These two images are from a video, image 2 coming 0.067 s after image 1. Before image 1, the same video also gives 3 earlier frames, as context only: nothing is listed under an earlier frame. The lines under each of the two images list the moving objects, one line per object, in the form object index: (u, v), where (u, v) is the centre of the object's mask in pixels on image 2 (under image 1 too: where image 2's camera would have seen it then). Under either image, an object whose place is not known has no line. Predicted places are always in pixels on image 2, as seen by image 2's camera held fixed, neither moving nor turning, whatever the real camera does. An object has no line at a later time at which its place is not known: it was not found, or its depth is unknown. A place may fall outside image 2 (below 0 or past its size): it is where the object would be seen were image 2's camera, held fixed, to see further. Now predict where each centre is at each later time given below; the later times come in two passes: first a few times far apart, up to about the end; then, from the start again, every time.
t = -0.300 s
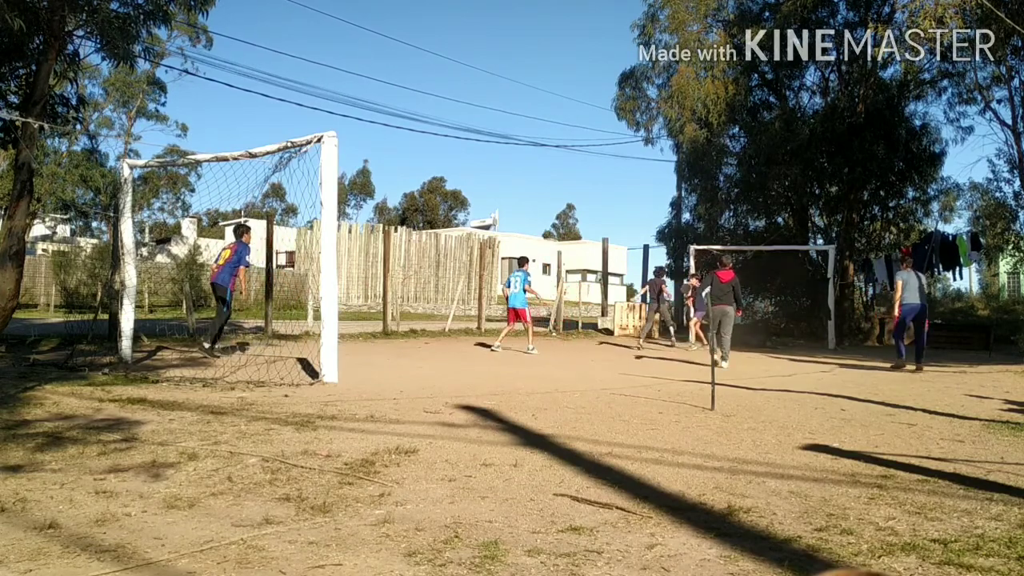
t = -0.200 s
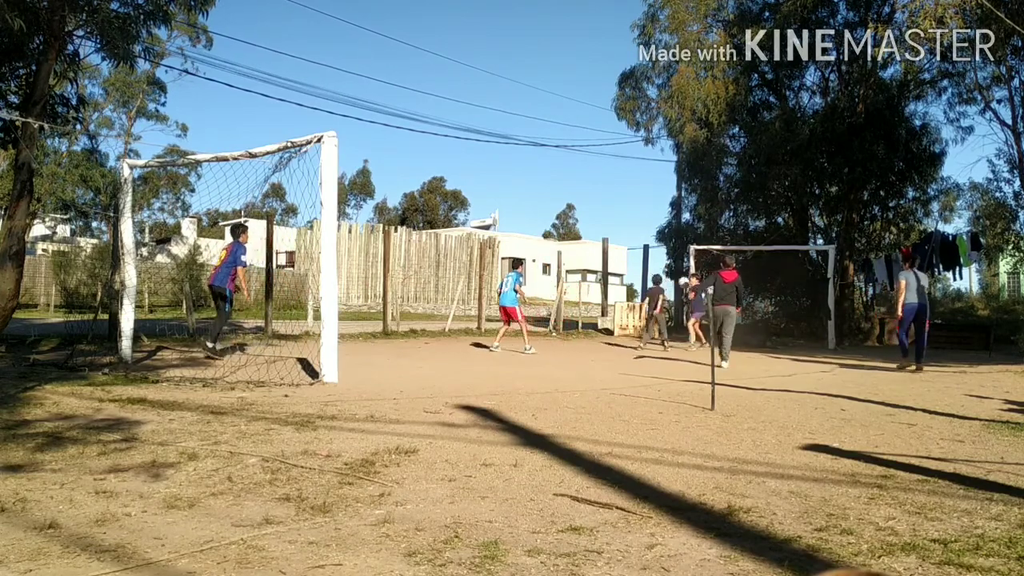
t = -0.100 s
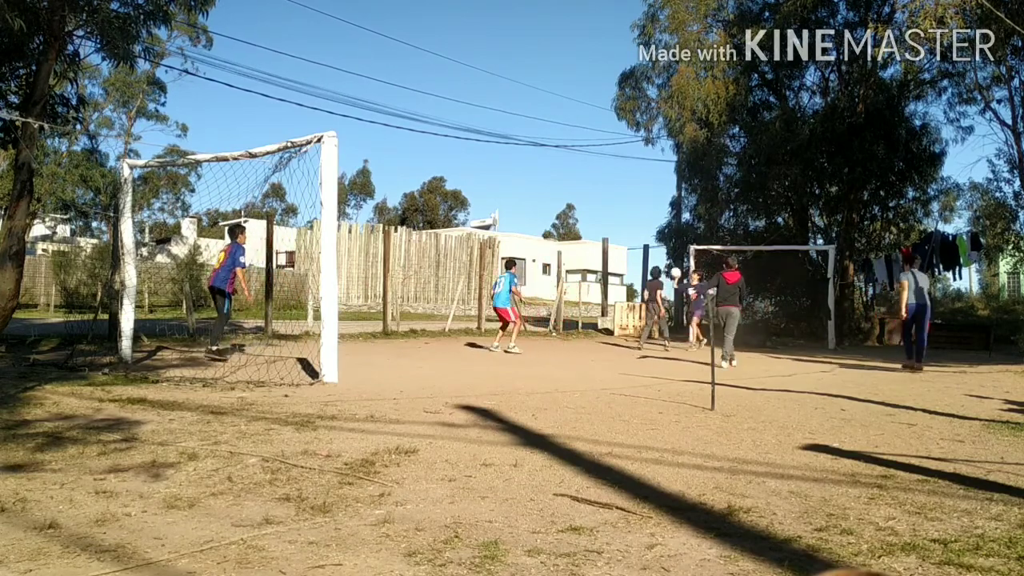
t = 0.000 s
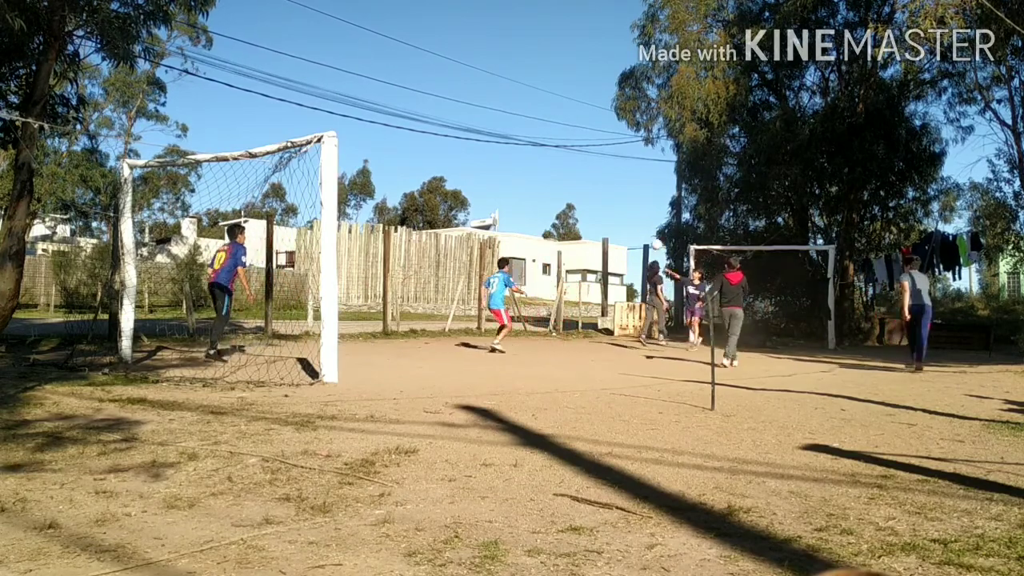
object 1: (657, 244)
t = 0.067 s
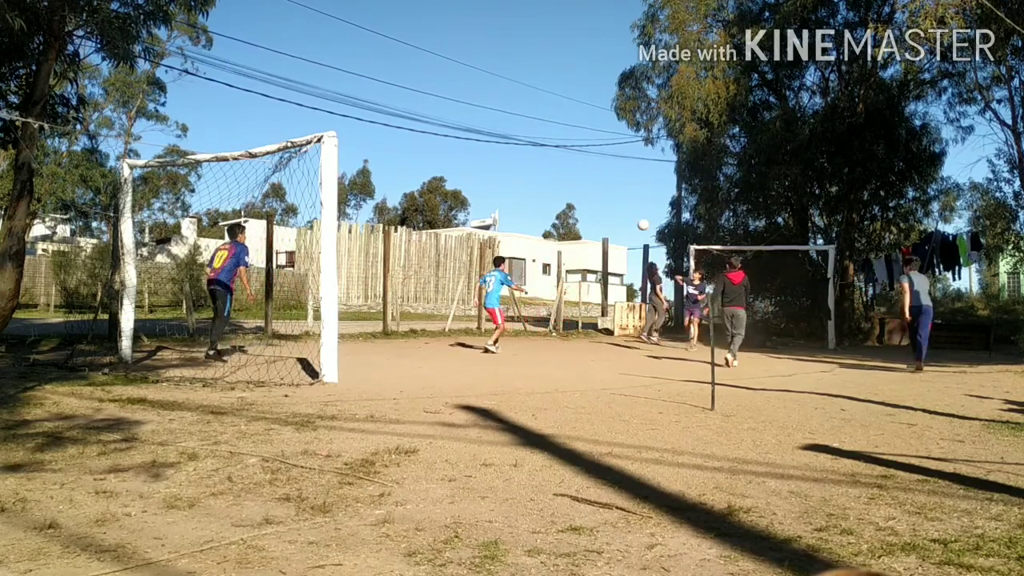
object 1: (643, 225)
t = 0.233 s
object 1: (607, 181)
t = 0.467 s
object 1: (552, 135)
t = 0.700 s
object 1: (487, 112)
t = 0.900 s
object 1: (420, 116)
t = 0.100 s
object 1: (636, 215)
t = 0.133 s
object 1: (629, 206)
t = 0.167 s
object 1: (622, 197)
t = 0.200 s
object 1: (615, 189)
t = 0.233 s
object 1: (607, 181)
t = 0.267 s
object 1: (600, 173)
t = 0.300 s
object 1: (592, 166)
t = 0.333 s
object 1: (584, 159)
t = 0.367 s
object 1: (576, 152)
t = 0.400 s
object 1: (569, 146)
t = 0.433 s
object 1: (560, 140)
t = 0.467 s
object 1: (552, 135)
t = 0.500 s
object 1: (543, 130)
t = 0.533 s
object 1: (534, 126)
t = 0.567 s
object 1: (525, 122)
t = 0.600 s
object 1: (516, 119)
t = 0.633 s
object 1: (506, 116)
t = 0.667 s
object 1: (497, 114)
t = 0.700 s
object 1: (487, 112)
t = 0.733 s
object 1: (476, 111)
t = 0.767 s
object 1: (466, 111)
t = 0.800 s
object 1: (455, 111)
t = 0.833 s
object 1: (444, 112)
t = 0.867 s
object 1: (432, 114)
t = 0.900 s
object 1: (420, 116)
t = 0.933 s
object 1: (408, 119)
